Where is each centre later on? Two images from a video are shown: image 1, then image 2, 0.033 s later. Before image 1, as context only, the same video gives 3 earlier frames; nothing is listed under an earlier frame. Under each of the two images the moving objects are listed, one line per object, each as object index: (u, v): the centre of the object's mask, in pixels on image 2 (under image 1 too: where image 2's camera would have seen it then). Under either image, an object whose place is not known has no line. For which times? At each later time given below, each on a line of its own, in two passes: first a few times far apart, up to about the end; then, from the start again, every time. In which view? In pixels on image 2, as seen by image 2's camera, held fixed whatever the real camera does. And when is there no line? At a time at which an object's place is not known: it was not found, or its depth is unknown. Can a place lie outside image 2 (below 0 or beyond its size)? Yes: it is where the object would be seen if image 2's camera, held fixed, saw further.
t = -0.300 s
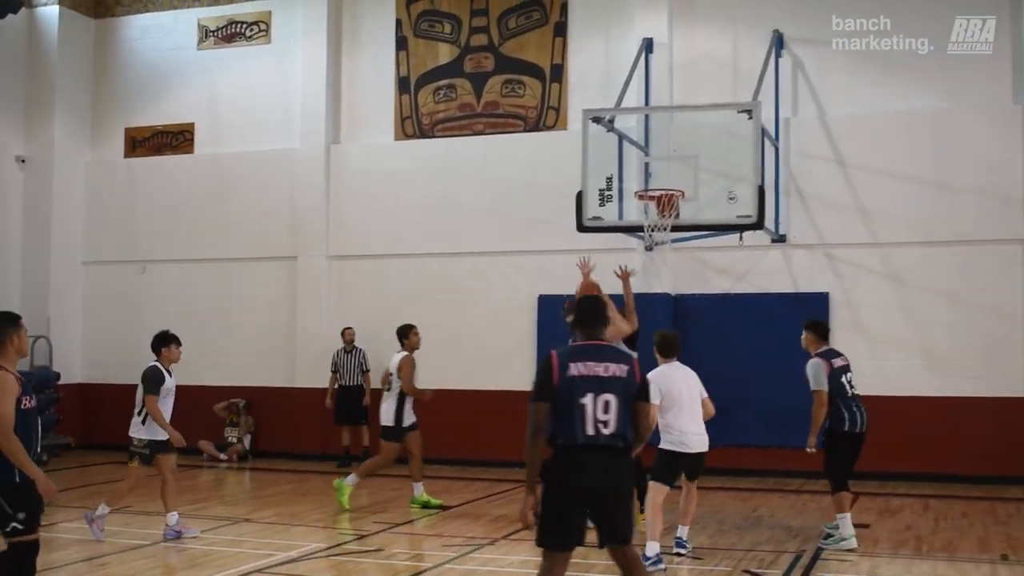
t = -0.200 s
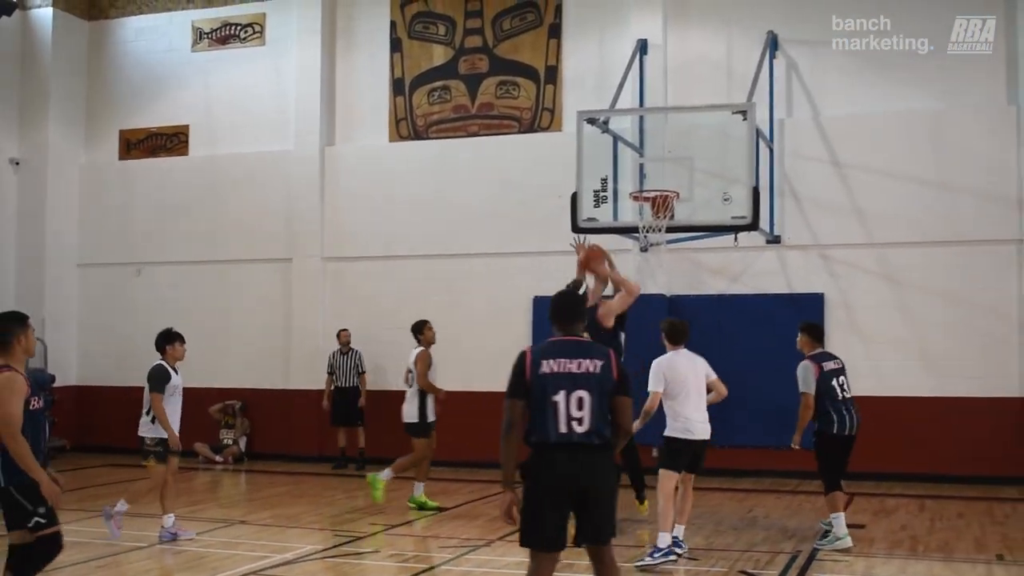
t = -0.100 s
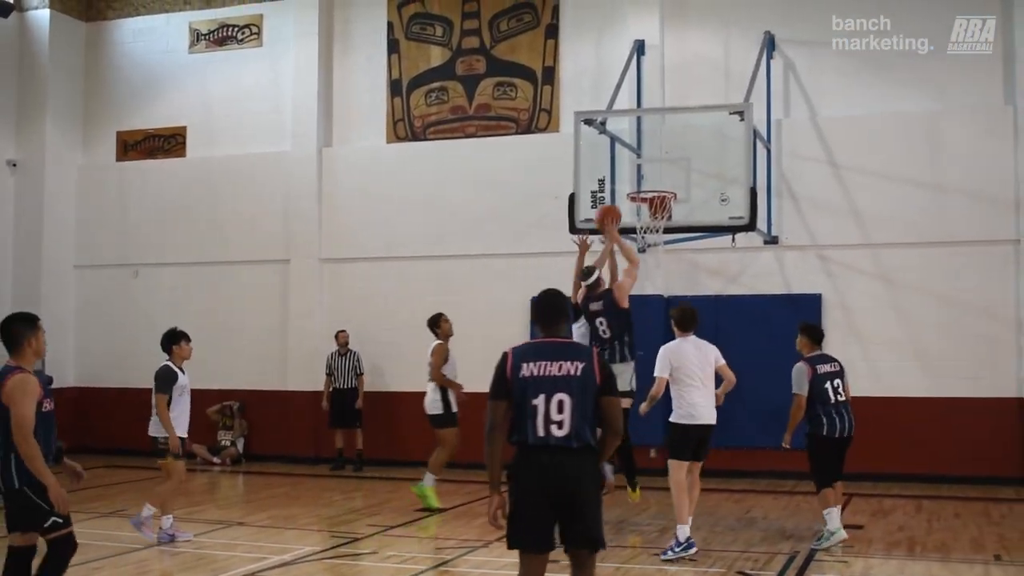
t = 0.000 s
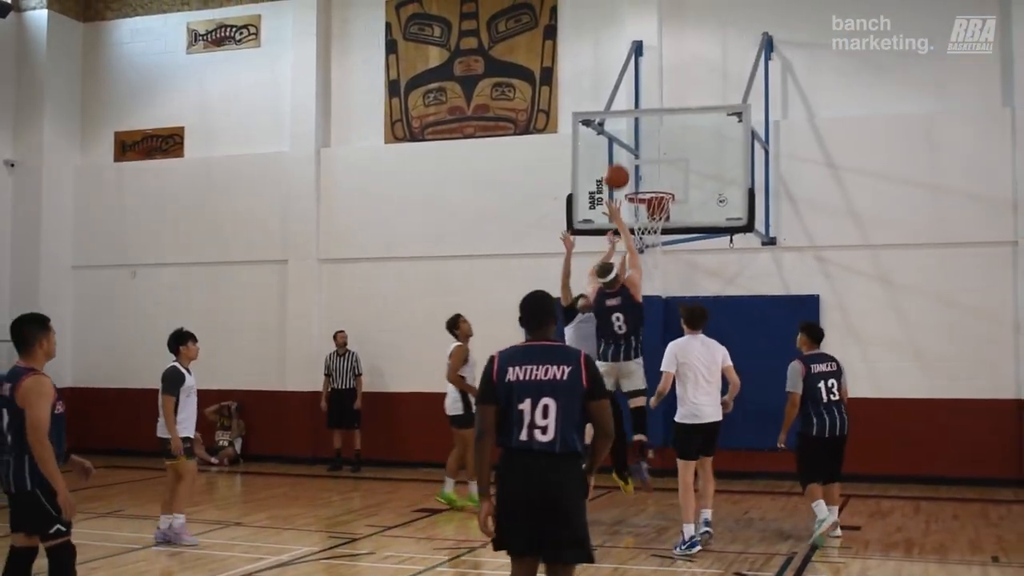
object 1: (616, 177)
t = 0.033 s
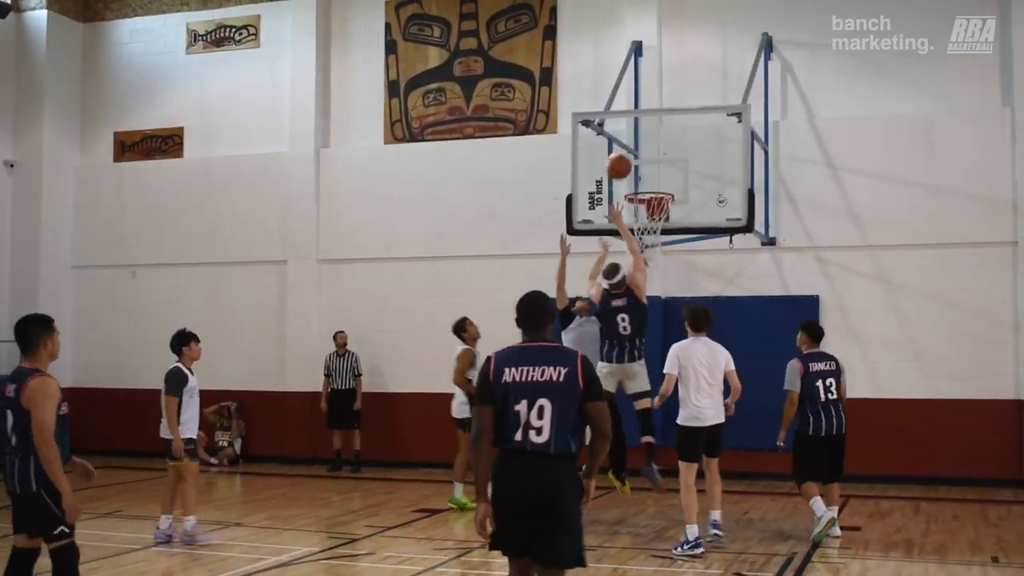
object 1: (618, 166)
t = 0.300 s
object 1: (637, 127)
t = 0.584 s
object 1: (653, 157)
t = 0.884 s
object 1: (655, 213)
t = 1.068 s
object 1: (654, 255)
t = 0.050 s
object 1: (619, 161)
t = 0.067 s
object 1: (620, 157)
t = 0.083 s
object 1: (621, 153)
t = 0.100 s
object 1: (623, 149)
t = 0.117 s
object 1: (624, 145)
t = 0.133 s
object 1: (625, 142)
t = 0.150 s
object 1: (626, 139)
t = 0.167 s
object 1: (627, 137)
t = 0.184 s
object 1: (628, 135)
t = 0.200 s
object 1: (630, 132)
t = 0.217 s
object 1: (631, 130)
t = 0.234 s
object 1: (633, 129)
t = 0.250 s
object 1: (634, 128)
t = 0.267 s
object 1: (635, 127)
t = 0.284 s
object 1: (636, 127)
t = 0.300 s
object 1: (637, 127)
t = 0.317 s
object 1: (639, 127)
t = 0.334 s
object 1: (640, 127)
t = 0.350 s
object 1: (641, 128)
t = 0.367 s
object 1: (642, 129)
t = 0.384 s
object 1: (644, 130)
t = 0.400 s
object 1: (645, 131)
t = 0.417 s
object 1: (646, 133)
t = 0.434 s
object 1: (647, 135)
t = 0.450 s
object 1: (648, 137)
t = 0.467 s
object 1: (650, 139)
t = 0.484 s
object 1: (651, 142)
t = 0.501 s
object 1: (652, 145)
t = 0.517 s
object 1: (653, 148)
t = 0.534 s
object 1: (654, 151)
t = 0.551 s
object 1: (654, 153)
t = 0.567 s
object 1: (653, 155)
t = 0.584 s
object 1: (653, 157)
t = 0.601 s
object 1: (653, 160)
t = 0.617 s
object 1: (652, 162)
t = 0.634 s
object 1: (652, 165)
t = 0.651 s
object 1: (651, 168)
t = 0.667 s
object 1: (650, 172)
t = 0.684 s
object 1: (650, 175)
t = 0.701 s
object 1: (649, 179)
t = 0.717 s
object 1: (649, 184)
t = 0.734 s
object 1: (649, 189)
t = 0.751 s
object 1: (649, 190)
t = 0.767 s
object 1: (649, 196)
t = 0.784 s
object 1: (649, 199)
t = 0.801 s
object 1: (649, 203)
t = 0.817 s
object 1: (649, 207)
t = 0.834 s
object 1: (650, 210)
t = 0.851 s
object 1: (649, 211)
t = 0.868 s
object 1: (651, 215)
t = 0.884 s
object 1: (655, 213)
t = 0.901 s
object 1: (650, 228)
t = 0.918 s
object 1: (651, 230)
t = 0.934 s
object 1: (652, 234)
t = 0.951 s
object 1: (652, 238)
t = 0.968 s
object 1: (652, 239)
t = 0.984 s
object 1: (654, 240)
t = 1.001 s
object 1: (654, 242)
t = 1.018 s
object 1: (654, 245)
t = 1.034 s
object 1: (654, 248)
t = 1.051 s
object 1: (654, 251)
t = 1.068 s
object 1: (654, 255)
